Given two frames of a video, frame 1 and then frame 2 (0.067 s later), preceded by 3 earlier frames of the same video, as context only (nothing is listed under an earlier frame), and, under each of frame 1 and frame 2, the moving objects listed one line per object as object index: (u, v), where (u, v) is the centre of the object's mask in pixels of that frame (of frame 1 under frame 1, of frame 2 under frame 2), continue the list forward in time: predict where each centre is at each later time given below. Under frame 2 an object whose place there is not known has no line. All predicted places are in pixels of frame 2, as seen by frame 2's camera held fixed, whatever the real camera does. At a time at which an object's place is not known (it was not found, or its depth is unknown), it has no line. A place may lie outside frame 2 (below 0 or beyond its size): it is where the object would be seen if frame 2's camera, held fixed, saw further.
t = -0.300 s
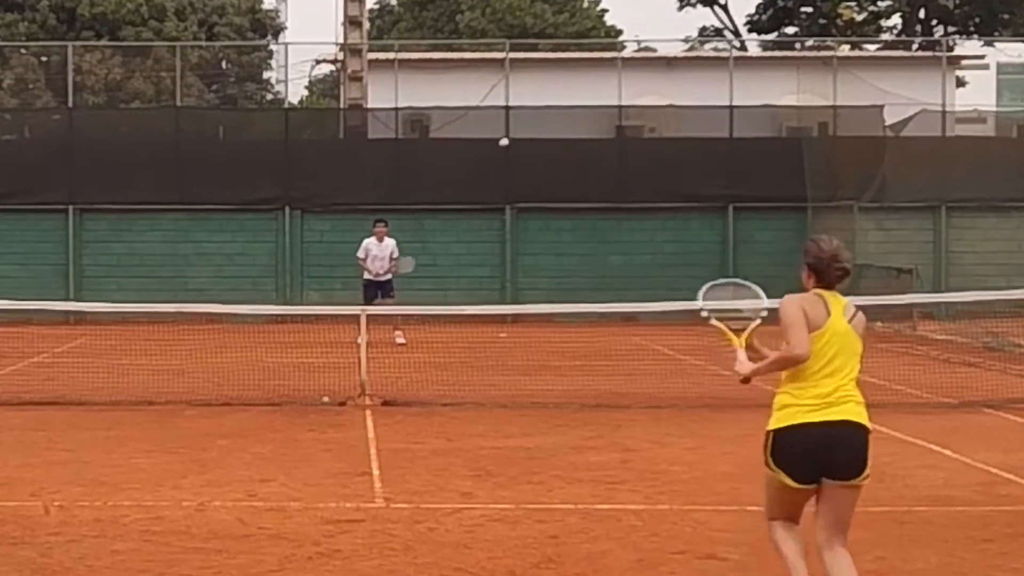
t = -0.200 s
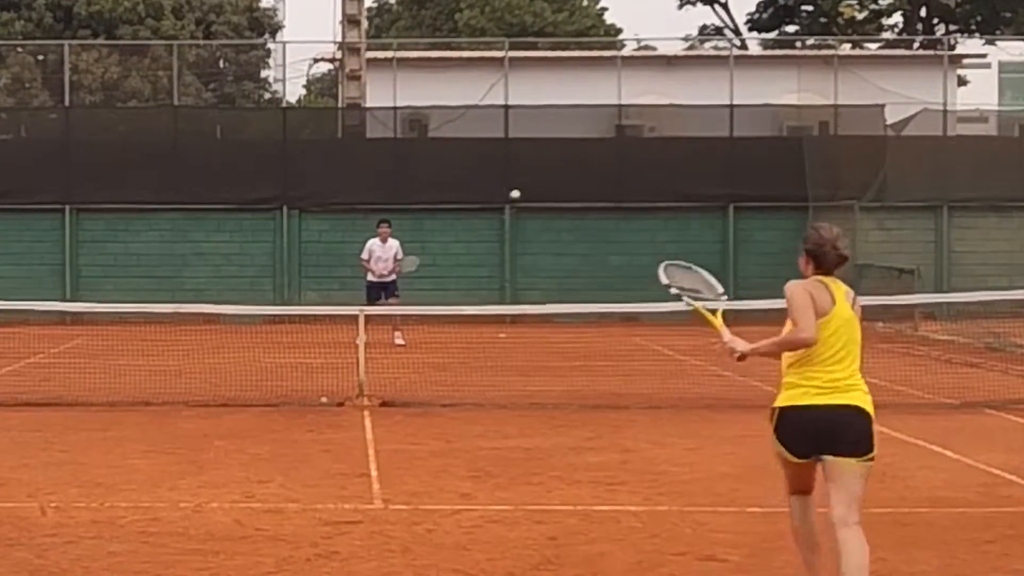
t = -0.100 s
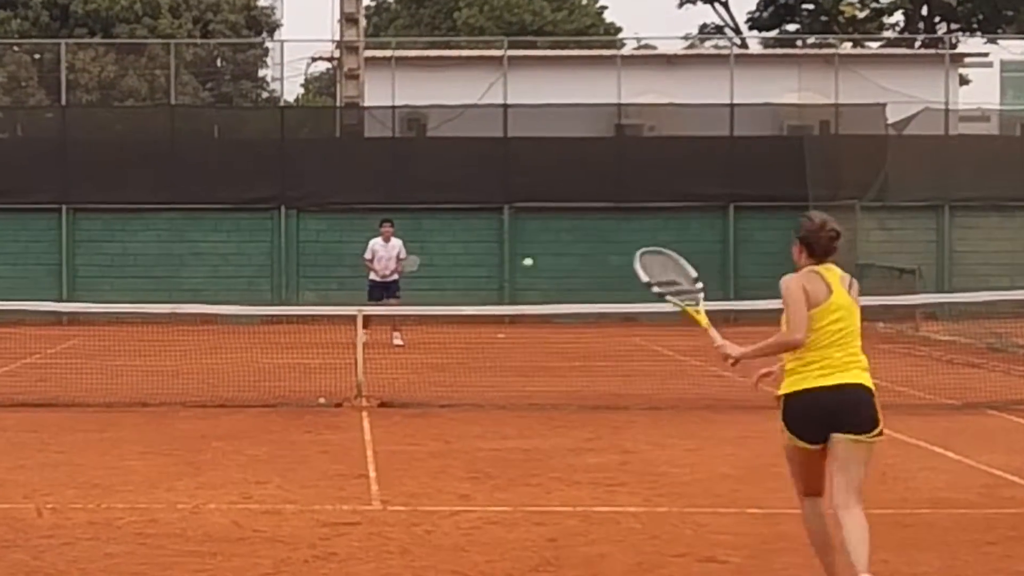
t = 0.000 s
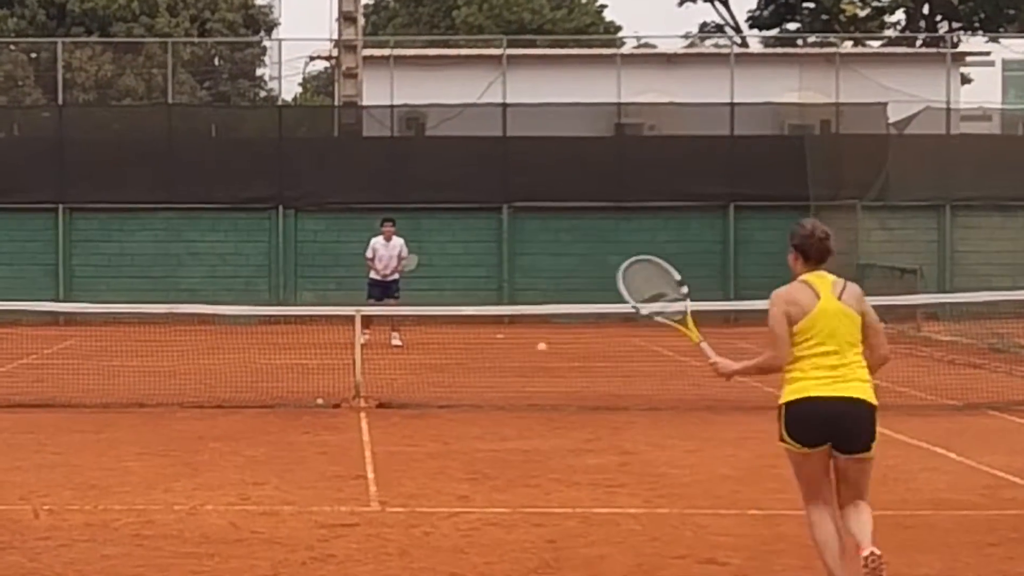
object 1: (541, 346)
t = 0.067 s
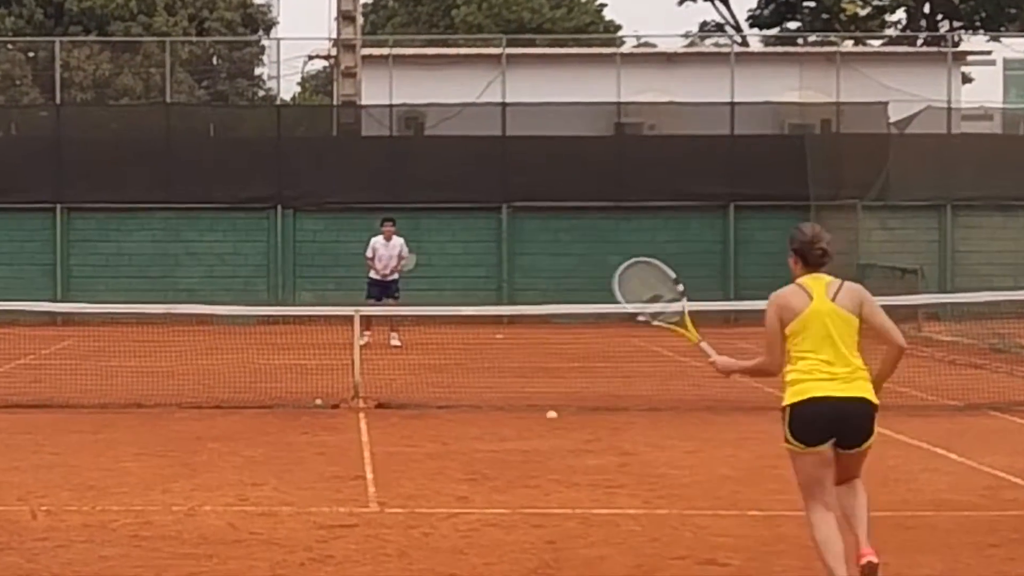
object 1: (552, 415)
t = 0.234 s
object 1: (568, 357)
